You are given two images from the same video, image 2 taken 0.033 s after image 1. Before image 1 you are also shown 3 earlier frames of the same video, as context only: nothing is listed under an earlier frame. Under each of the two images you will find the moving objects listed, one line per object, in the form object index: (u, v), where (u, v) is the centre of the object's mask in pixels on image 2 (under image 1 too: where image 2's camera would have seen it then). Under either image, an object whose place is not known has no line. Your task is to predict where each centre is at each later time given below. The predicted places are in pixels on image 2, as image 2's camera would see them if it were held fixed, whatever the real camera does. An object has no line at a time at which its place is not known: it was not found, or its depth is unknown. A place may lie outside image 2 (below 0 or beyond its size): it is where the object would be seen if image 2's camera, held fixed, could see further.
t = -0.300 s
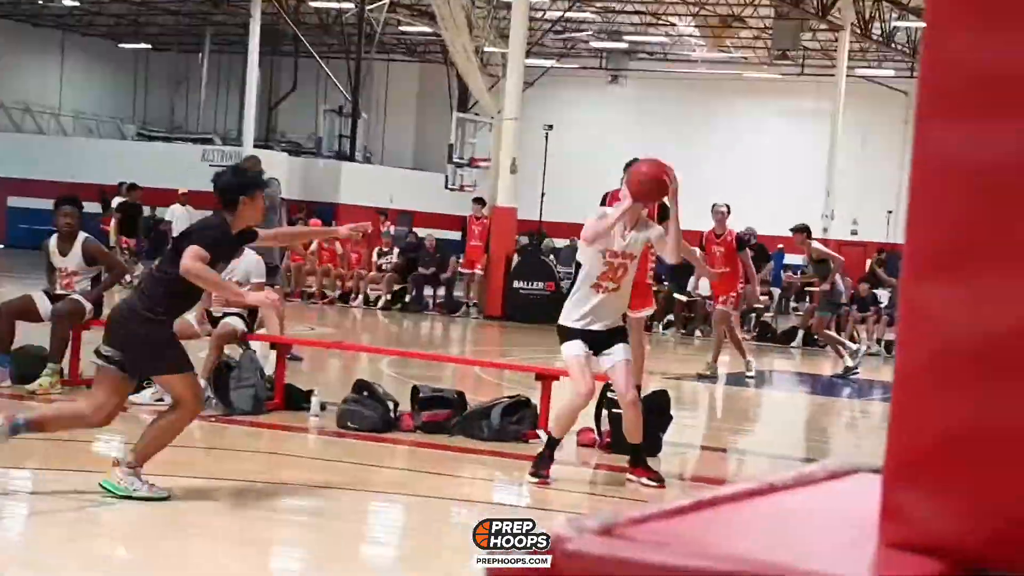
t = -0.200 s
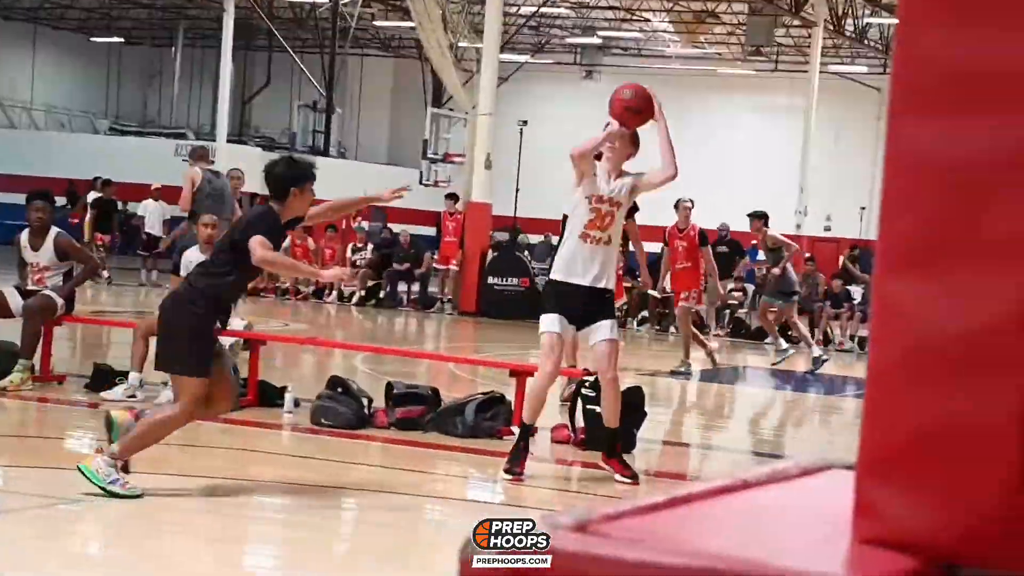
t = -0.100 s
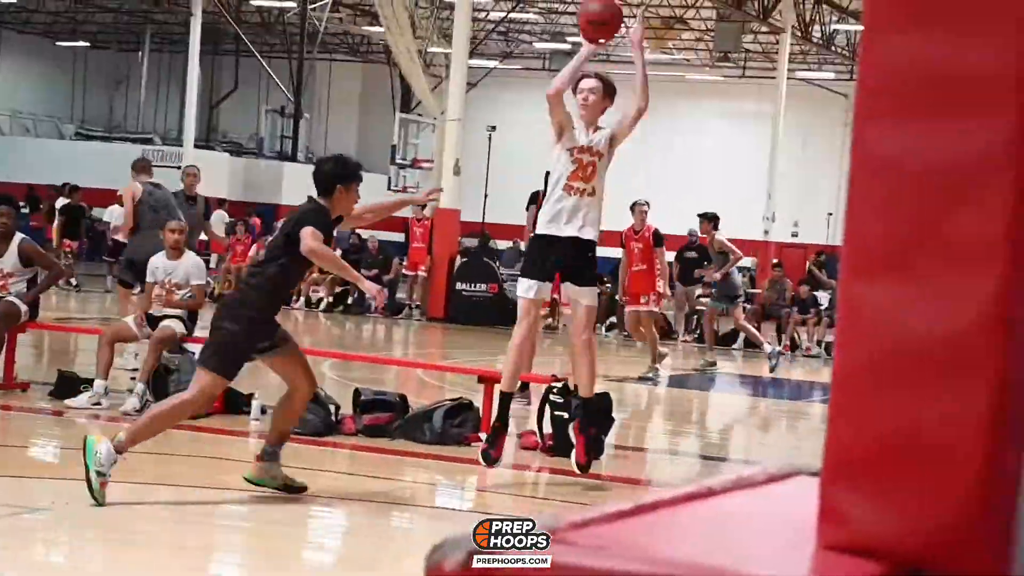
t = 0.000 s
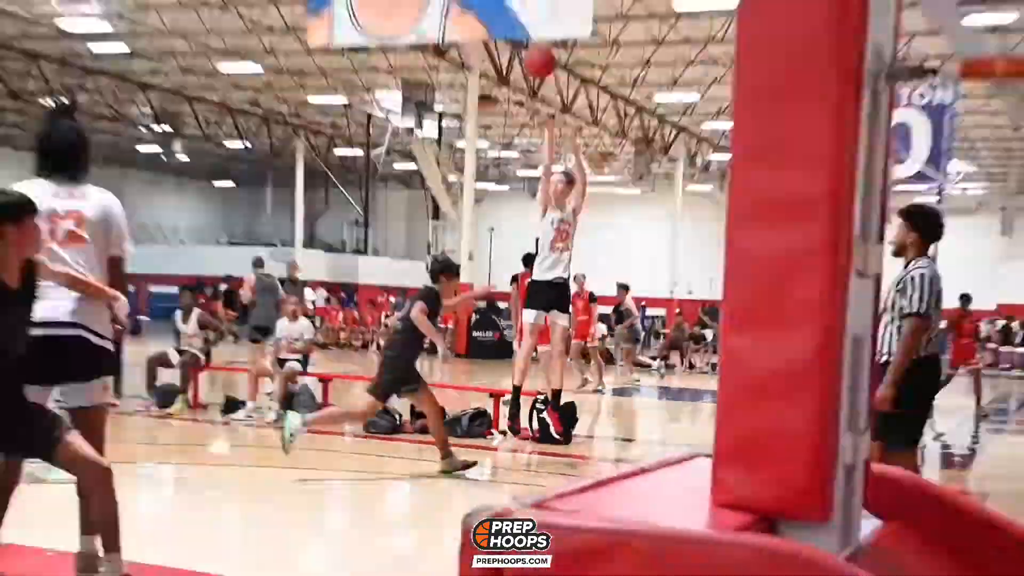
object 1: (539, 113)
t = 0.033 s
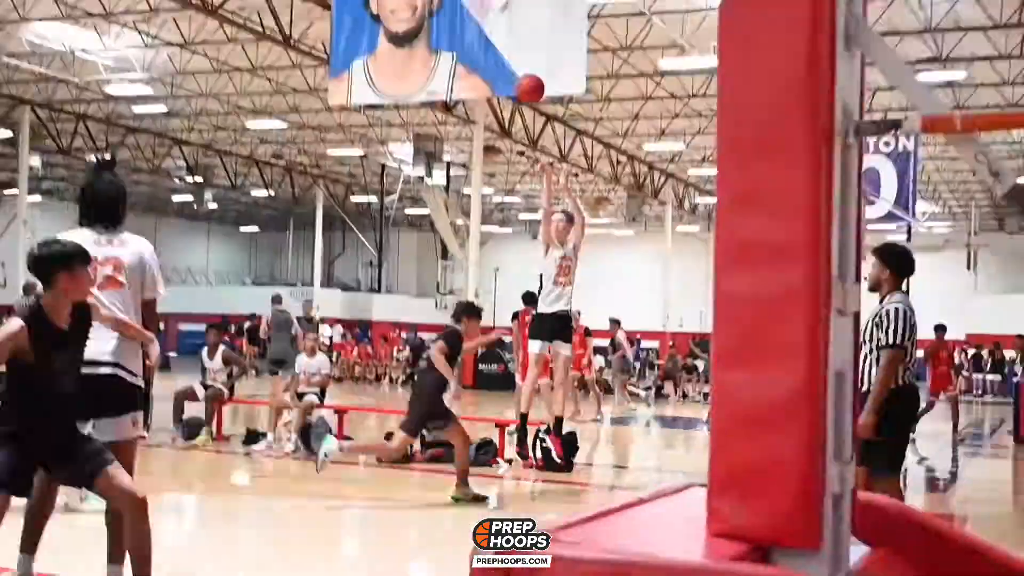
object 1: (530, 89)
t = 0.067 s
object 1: (522, 61)
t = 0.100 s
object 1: (512, 34)
